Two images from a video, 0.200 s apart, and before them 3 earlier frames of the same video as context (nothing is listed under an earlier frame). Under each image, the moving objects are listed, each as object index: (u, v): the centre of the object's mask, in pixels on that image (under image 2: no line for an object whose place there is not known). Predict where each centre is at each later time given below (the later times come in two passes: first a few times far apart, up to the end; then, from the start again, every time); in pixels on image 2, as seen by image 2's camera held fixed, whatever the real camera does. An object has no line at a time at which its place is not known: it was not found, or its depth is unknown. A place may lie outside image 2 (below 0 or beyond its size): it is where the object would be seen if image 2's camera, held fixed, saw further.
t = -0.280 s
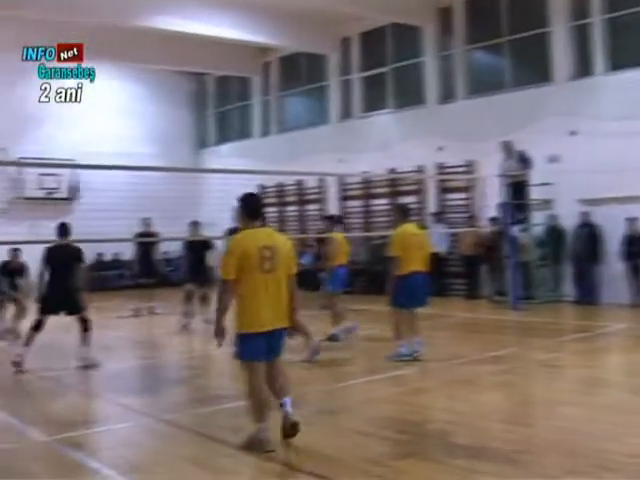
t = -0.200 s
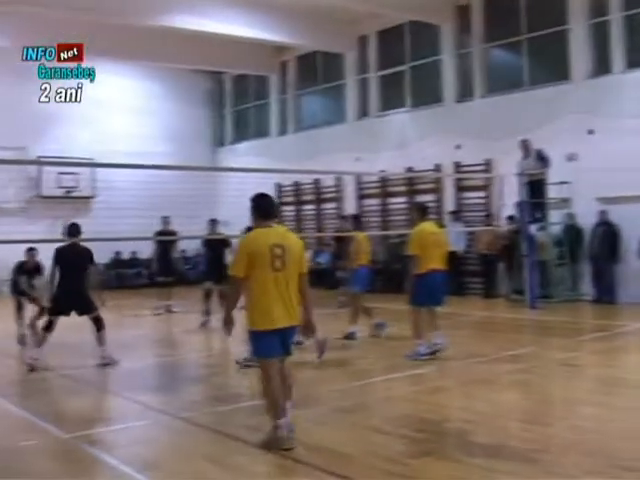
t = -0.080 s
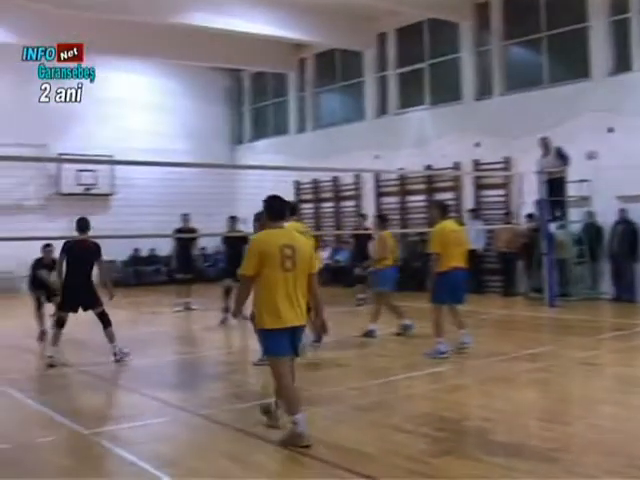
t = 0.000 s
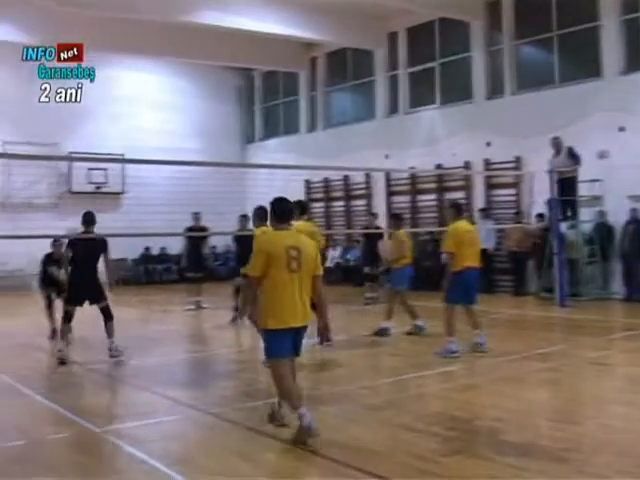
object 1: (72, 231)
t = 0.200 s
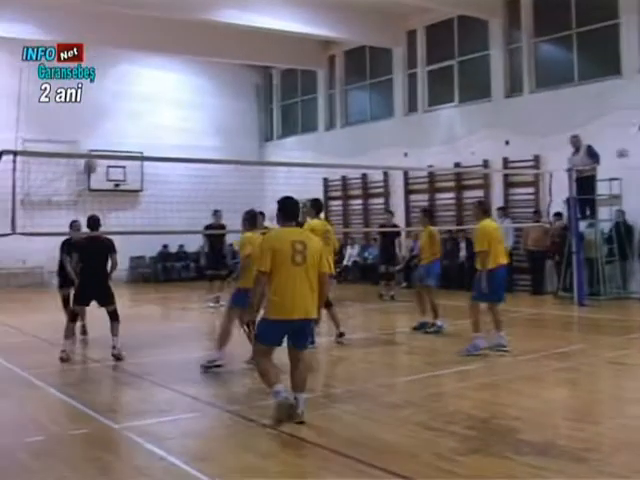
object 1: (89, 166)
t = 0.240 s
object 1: (90, 162)
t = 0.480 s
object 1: (93, 117)
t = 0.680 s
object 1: (96, 112)
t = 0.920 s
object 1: (100, 141)
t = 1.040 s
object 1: (102, 172)
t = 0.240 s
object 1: (90, 162)
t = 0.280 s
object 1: (91, 146)
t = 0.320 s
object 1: (91, 139)
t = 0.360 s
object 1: (92, 130)
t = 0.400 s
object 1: (93, 125)
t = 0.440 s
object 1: (94, 119)
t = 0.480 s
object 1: (93, 117)
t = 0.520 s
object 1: (94, 114)
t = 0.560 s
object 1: (94, 111)
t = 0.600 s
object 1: (95, 110)
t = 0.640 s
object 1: (96, 110)
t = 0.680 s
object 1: (96, 112)
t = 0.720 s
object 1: (97, 113)
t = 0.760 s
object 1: (97, 117)
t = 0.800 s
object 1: (97, 121)
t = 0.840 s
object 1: (98, 126)
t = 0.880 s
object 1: (98, 133)
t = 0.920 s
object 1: (100, 141)
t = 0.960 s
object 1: (99, 148)
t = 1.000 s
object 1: (101, 163)
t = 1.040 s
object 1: (102, 172)
